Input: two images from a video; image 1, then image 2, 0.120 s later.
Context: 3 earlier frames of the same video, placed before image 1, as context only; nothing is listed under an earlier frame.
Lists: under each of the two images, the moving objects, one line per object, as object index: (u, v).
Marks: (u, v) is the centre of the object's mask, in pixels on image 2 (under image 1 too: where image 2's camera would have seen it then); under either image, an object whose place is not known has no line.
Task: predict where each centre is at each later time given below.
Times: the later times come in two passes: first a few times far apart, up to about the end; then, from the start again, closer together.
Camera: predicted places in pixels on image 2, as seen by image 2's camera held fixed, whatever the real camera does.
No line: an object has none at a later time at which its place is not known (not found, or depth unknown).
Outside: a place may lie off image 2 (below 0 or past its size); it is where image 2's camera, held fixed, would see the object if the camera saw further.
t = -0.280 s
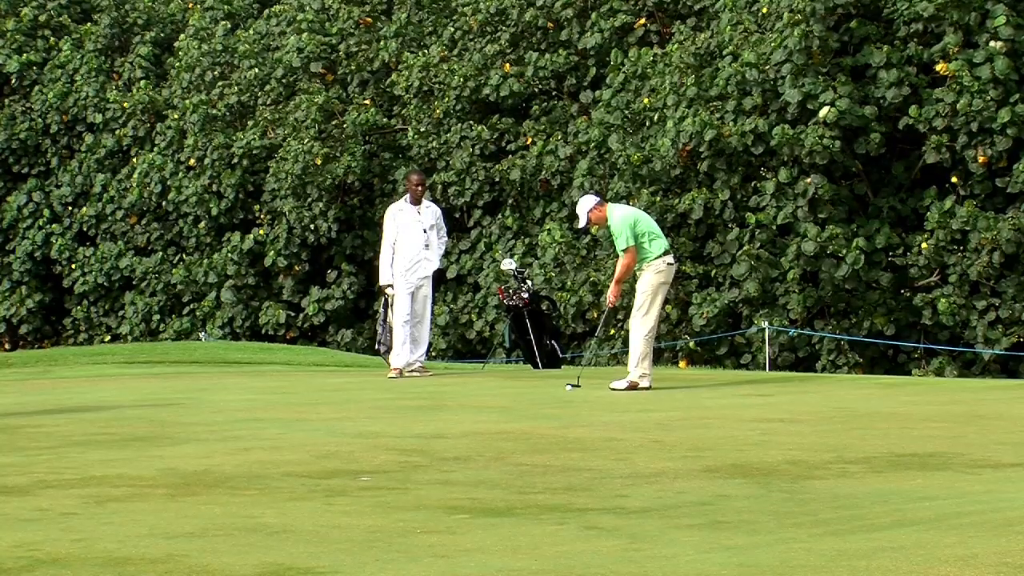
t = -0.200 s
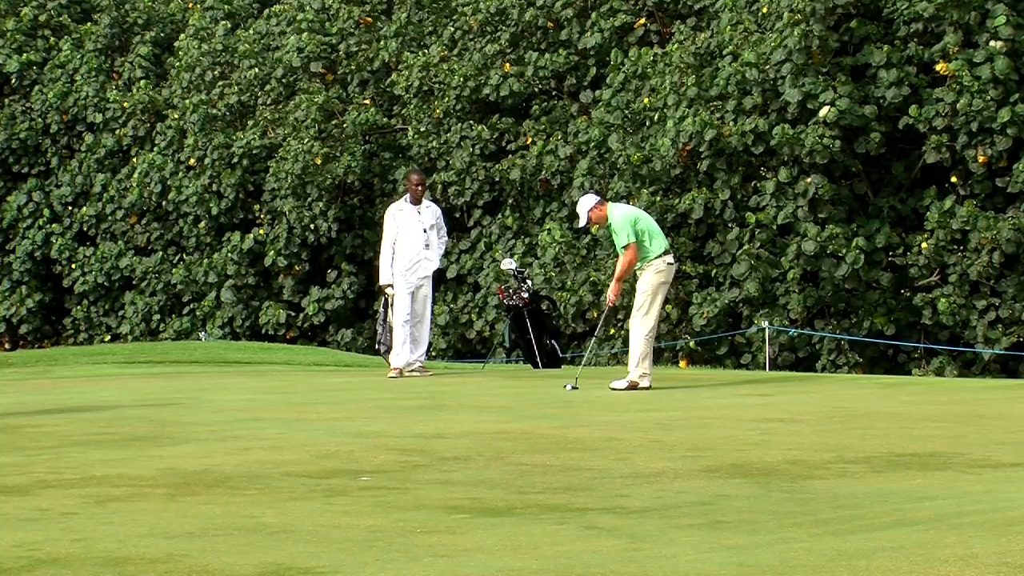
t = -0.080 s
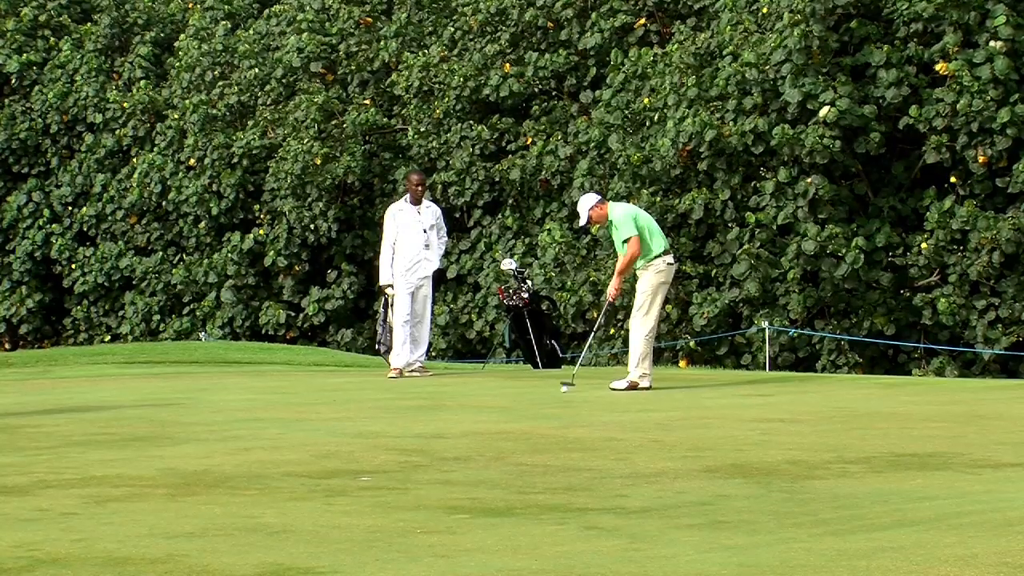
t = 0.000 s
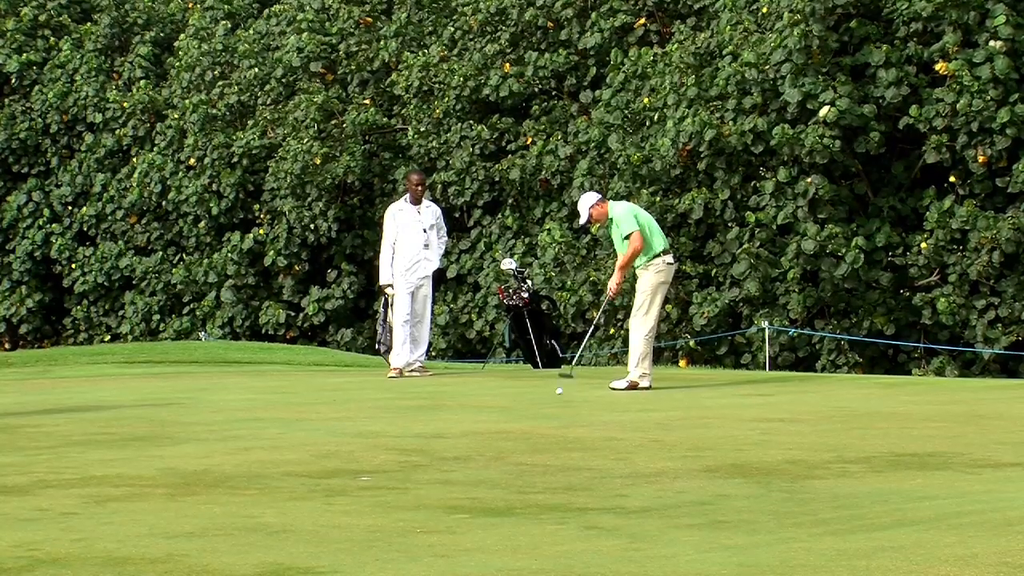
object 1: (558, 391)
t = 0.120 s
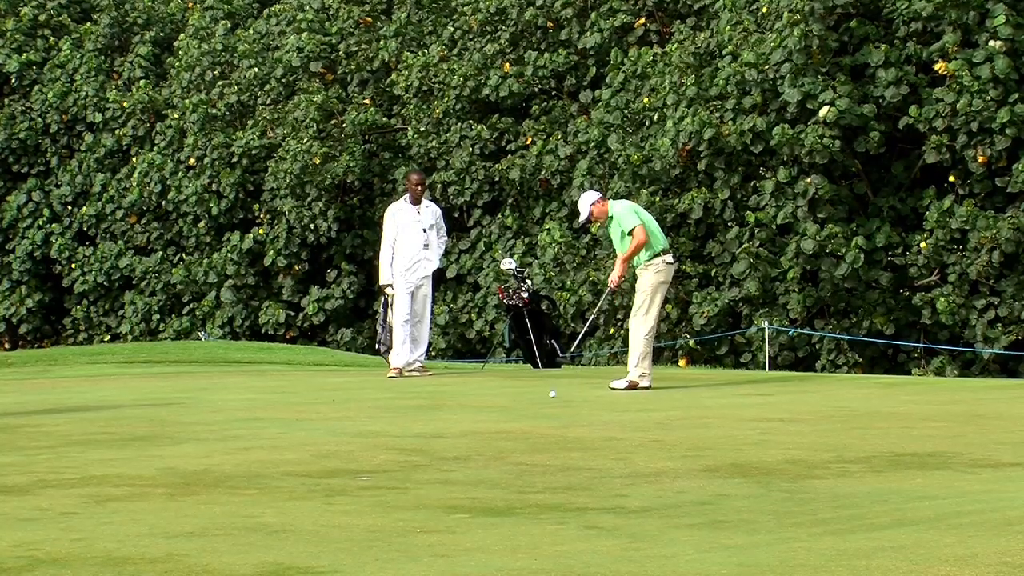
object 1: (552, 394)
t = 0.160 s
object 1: (550, 396)
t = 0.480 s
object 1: (534, 404)
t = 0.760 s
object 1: (521, 411)
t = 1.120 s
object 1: (505, 418)
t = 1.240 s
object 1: (500, 420)
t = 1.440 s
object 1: (490, 425)
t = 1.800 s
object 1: (472, 433)
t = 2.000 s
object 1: (461, 437)
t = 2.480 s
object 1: (430, 448)
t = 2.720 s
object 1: (416, 454)
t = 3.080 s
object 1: (396, 460)
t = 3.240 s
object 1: (387, 463)
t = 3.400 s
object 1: (379, 466)
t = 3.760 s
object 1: (362, 472)
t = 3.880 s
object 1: (358, 476)
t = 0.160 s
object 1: (550, 396)
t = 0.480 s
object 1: (534, 404)
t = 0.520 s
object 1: (533, 405)
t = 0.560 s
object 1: (531, 406)
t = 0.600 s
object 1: (529, 407)
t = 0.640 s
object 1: (527, 408)
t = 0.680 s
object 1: (525, 409)
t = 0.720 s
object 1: (523, 410)
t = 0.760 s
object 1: (521, 411)
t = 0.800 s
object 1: (519, 411)
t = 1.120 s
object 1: (505, 418)
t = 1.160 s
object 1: (503, 419)
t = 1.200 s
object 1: (502, 420)
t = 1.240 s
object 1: (500, 420)
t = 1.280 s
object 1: (498, 422)
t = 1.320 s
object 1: (496, 422)
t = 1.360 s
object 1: (494, 423)
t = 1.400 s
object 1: (491, 424)
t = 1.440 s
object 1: (490, 425)
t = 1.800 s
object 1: (472, 433)
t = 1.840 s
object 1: (470, 434)
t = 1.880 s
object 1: (467, 435)
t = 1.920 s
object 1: (465, 436)
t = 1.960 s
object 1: (463, 436)
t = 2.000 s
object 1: (461, 437)
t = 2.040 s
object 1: (458, 438)
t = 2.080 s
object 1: (456, 439)
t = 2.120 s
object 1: (454, 440)
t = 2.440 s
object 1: (433, 447)
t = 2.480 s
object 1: (430, 448)
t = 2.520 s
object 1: (428, 449)
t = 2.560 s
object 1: (426, 450)
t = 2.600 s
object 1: (424, 451)
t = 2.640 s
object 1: (421, 452)
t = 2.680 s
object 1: (418, 452)
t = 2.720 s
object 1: (416, 454)
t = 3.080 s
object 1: (396, 460)
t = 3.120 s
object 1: (393, 461)
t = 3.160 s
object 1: (391, 462)
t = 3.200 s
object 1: (389, 463)
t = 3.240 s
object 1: (387, 463)
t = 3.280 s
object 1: (385, 464)
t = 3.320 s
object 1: (383, 465)
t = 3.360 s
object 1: (381, 465)
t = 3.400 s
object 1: (379, 466)
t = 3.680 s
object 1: (366, 470)
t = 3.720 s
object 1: (364, 471)
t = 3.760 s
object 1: (362, 472)
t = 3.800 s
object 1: (361, 472)
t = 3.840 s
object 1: (360, 473)
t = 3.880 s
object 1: (358, 476)
